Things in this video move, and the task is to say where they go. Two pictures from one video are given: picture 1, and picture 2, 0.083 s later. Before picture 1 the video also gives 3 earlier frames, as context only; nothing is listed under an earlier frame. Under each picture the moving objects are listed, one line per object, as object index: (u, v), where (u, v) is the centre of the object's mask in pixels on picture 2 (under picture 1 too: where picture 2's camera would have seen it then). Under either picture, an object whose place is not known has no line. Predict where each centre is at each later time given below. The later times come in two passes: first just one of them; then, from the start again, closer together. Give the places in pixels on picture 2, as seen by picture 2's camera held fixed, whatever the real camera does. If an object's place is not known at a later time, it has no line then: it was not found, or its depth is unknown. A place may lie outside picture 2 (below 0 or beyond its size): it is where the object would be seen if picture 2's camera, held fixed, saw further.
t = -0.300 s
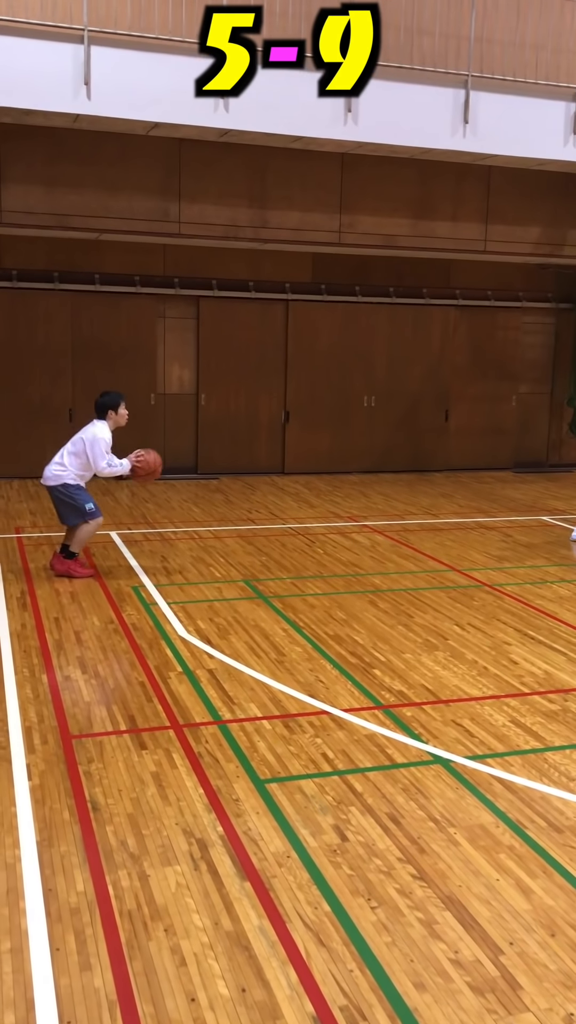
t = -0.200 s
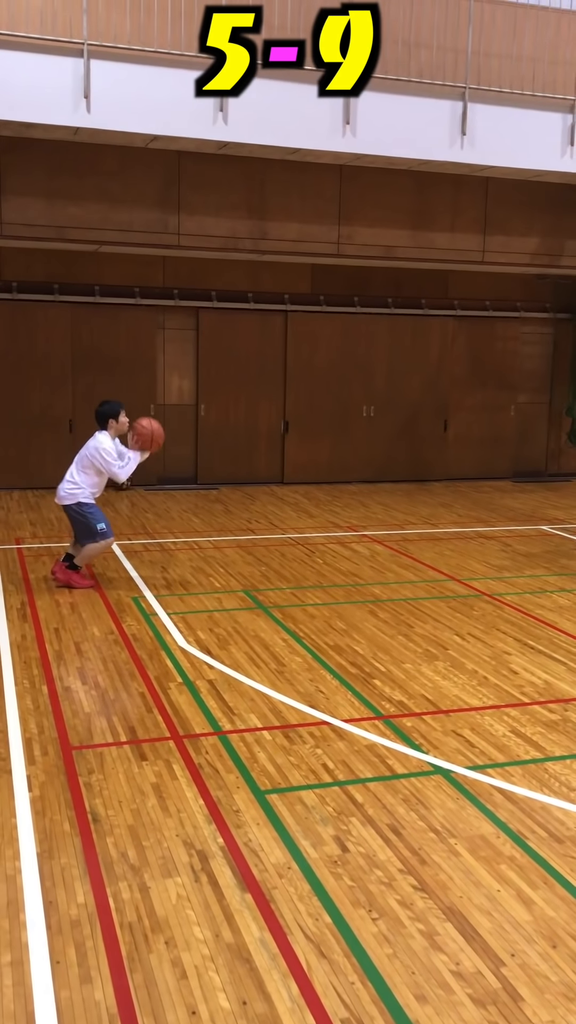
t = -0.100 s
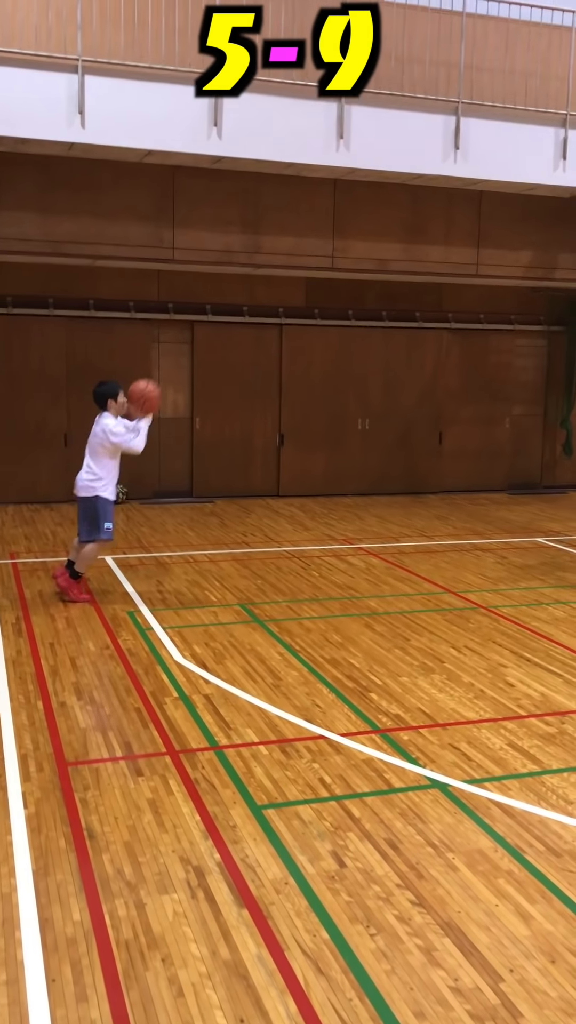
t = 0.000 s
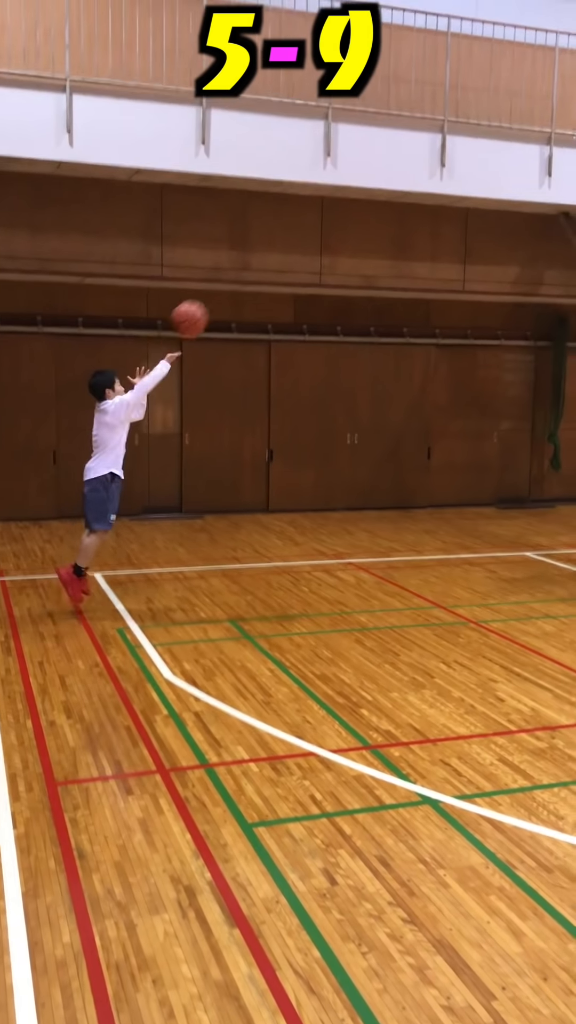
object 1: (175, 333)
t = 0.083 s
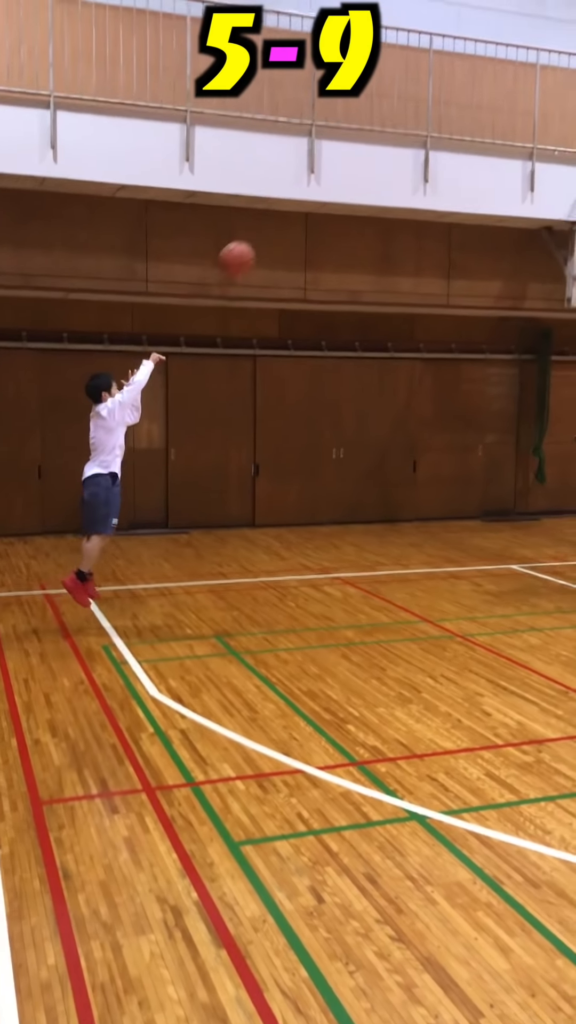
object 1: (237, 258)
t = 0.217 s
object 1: (330, 166)
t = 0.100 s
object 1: (249, 247)
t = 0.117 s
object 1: (261, 233)
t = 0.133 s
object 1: (273, 221)
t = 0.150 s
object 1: (284, 210)
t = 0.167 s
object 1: (296, 198)
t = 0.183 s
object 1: (308, 186)
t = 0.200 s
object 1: (319, 177)
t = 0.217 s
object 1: (330, 166)
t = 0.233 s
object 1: (342, 155)
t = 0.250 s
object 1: (354, 147)
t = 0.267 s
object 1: (365, 138)
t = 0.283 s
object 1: (376, 129)
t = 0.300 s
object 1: (387, 121)
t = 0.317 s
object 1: (398, 112)
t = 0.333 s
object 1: (408, 105)
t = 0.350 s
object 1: (419, 98)
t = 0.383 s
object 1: (439, 85)
